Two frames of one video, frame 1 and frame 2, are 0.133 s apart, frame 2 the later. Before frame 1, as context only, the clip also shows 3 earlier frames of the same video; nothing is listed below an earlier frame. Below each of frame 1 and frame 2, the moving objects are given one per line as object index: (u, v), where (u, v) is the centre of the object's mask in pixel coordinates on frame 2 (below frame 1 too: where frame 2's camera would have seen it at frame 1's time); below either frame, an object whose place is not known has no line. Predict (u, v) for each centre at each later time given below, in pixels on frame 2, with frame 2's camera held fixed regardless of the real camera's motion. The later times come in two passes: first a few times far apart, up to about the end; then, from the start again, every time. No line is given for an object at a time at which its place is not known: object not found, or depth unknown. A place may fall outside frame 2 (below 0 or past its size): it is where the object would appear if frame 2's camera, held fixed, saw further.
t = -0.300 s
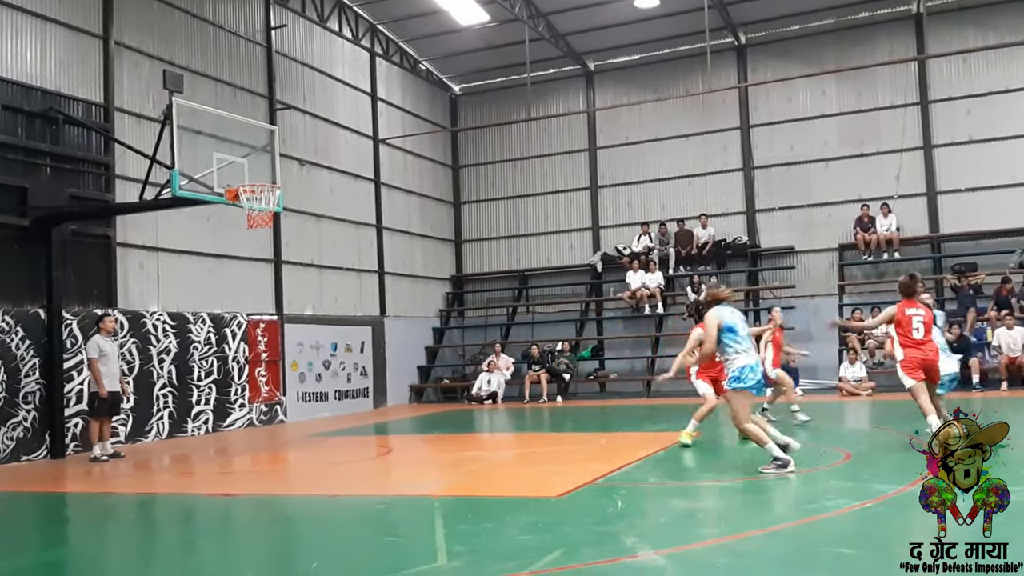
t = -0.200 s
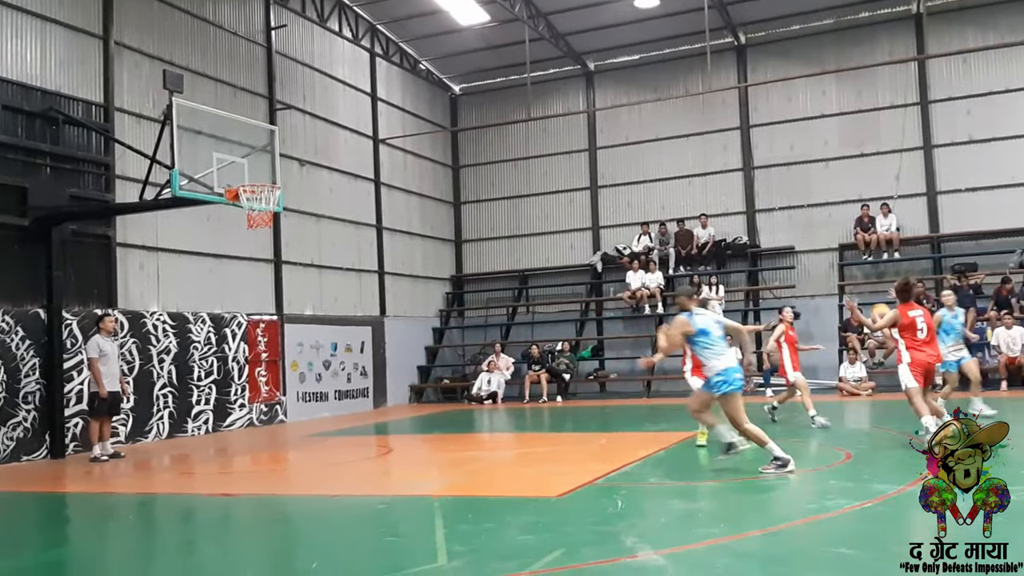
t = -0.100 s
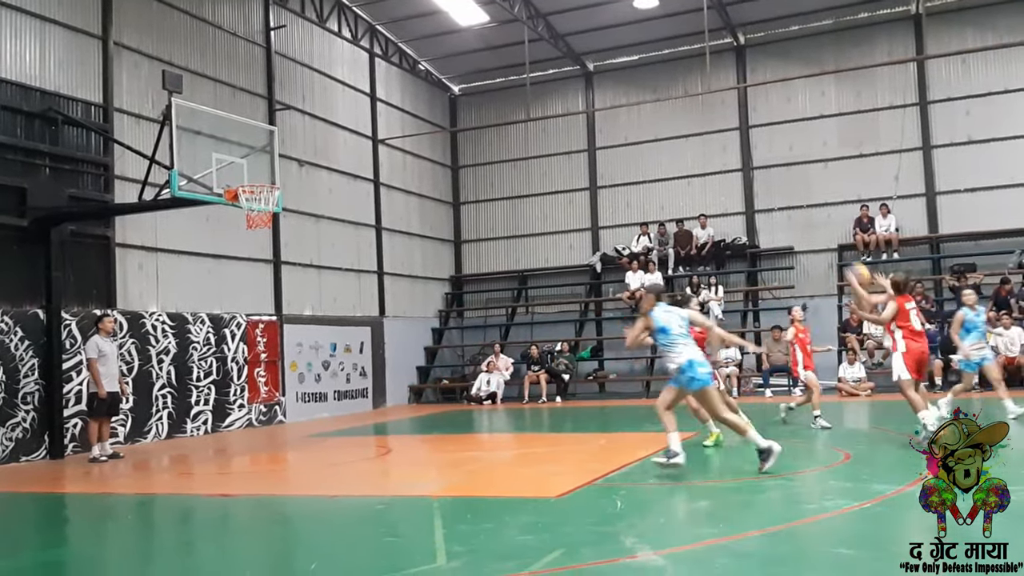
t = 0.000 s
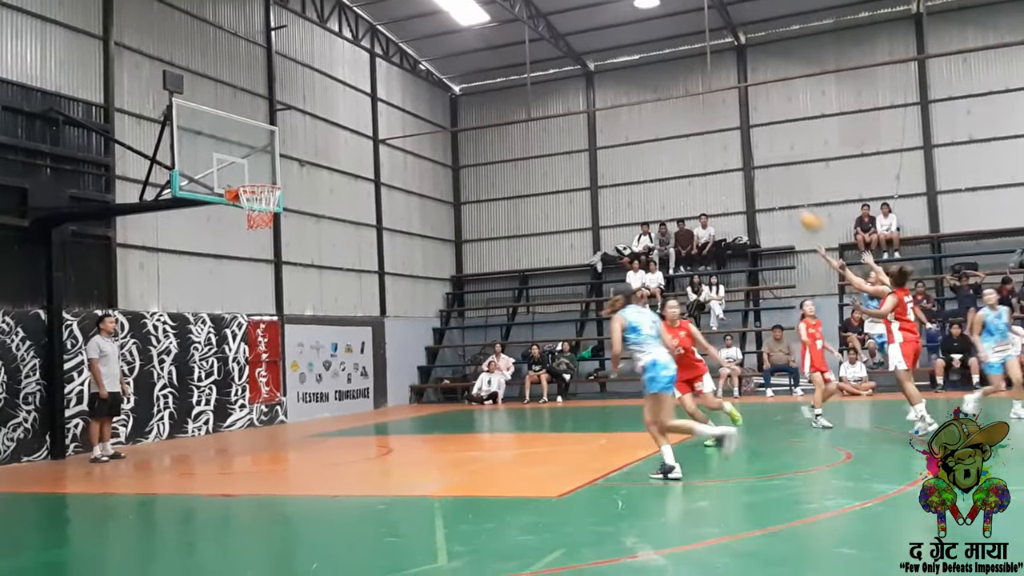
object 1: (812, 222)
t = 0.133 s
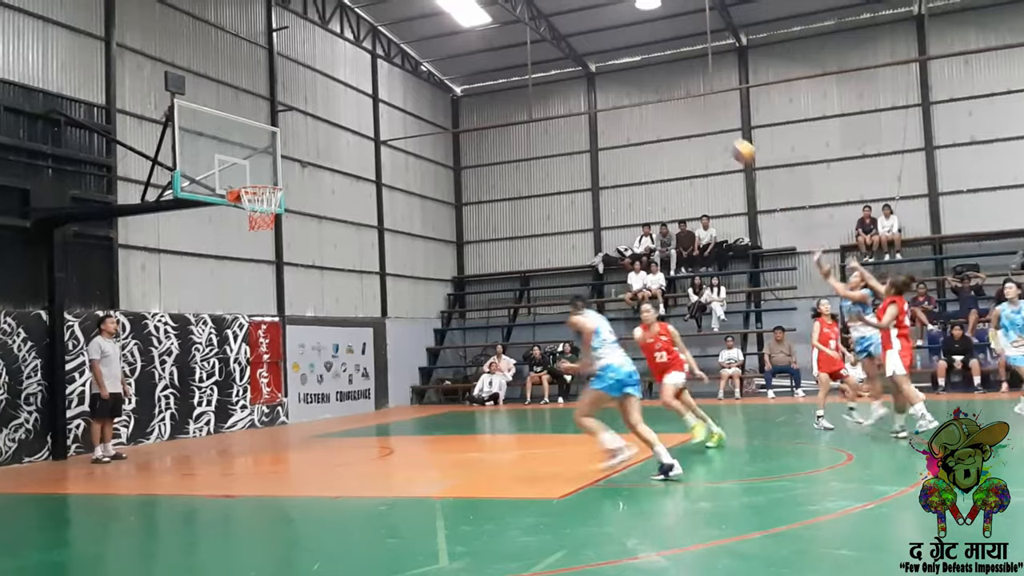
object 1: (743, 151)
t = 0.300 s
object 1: (659, 89)
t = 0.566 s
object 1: (534, 39)
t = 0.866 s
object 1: (403, 57)
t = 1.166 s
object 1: (275, 148)
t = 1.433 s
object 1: (207, 158)
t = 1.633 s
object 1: (212, 155)
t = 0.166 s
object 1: (726, 137)
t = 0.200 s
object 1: (711, 123)
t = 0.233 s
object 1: (692, 112)
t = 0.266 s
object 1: (675, 99)
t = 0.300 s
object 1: (659, 89)
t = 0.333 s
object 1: (643, 79)
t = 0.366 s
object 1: (628, 69)
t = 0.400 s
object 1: (611, 63)
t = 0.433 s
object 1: (595, 57)
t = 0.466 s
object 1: (580, 51)
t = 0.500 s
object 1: (565, 45)
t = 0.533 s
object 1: (550, 42)
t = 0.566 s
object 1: (534, 39)
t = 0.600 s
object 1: (520, 36)
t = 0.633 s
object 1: (505, 36)
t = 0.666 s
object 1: (490, 36)
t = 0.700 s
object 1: (475, 36)
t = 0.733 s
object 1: (461, 39)
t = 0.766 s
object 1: (447, 42)
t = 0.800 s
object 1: (432, 46)
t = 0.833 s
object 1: (418, 50)
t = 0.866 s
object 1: (403, 57)
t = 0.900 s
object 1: (389, 62)
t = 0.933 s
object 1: (375, 71)
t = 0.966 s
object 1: (360, 80)
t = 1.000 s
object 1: (346, 90)
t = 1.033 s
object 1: (330, 101)
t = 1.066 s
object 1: (314, 111)
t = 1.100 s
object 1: (301, 122)
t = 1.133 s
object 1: (290, 135)
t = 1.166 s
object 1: (275, 148)
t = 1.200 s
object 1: (263, 164)
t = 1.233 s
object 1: (249, 177)
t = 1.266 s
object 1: (242, 171)
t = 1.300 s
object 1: (235, 167)
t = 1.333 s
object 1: (227, 165)
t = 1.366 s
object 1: (221, 162)
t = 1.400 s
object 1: (213, 160)
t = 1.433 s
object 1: (207, 158)
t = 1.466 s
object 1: (208, 155)
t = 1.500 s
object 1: (209, 154)
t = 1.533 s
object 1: (210, 153)
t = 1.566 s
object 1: (211, 153)
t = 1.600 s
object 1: (211, 153)
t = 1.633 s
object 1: (212, 155)
